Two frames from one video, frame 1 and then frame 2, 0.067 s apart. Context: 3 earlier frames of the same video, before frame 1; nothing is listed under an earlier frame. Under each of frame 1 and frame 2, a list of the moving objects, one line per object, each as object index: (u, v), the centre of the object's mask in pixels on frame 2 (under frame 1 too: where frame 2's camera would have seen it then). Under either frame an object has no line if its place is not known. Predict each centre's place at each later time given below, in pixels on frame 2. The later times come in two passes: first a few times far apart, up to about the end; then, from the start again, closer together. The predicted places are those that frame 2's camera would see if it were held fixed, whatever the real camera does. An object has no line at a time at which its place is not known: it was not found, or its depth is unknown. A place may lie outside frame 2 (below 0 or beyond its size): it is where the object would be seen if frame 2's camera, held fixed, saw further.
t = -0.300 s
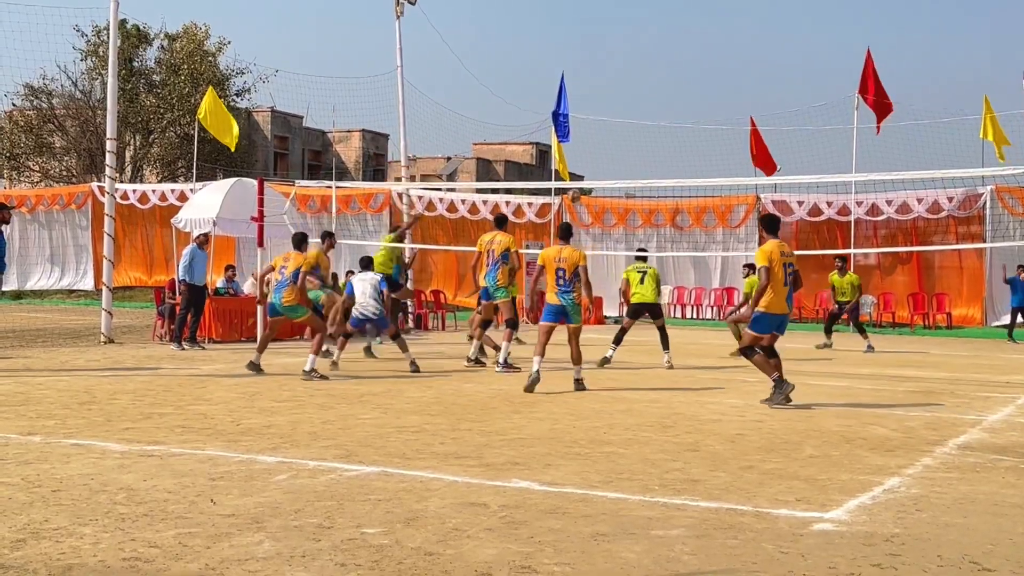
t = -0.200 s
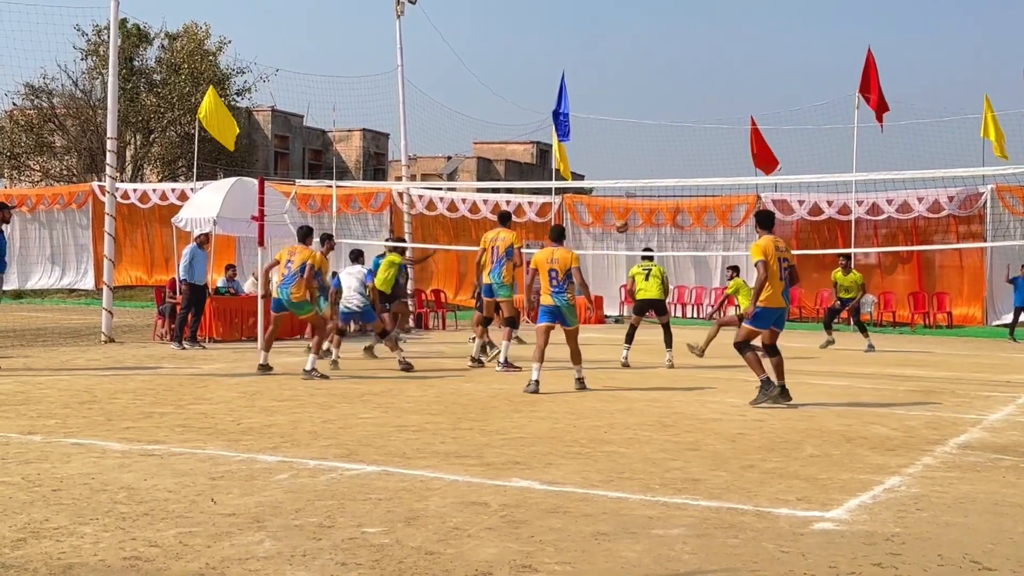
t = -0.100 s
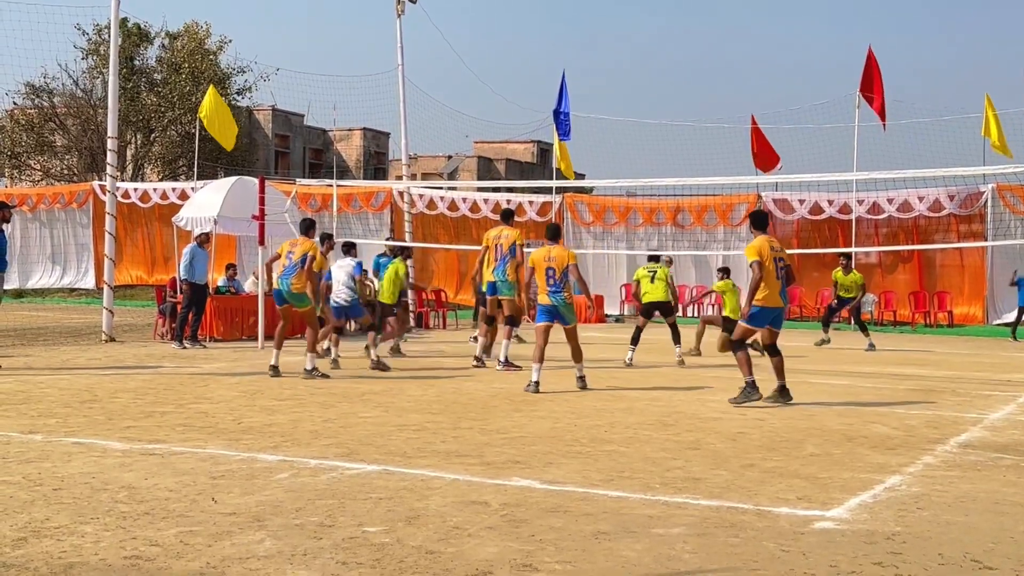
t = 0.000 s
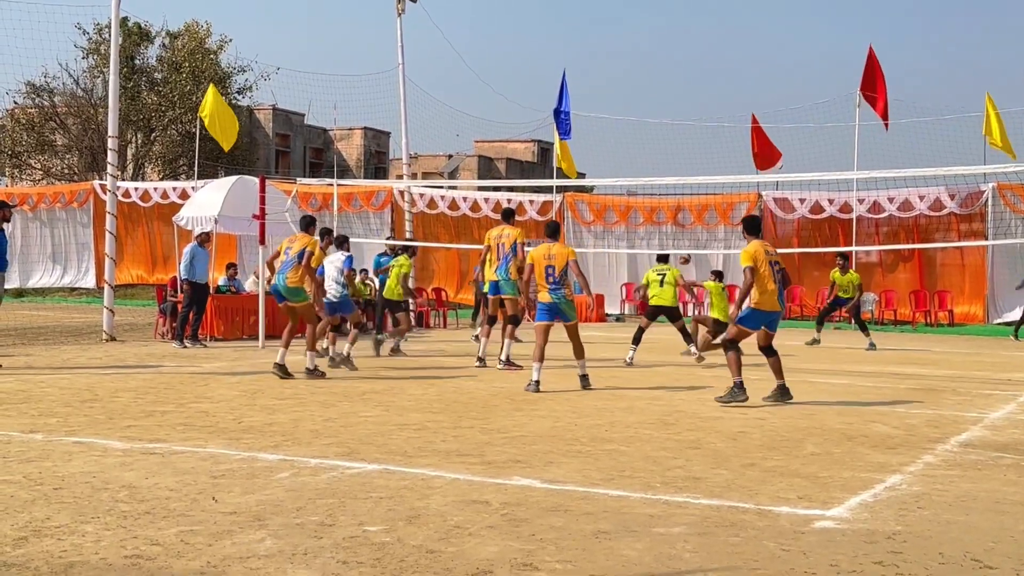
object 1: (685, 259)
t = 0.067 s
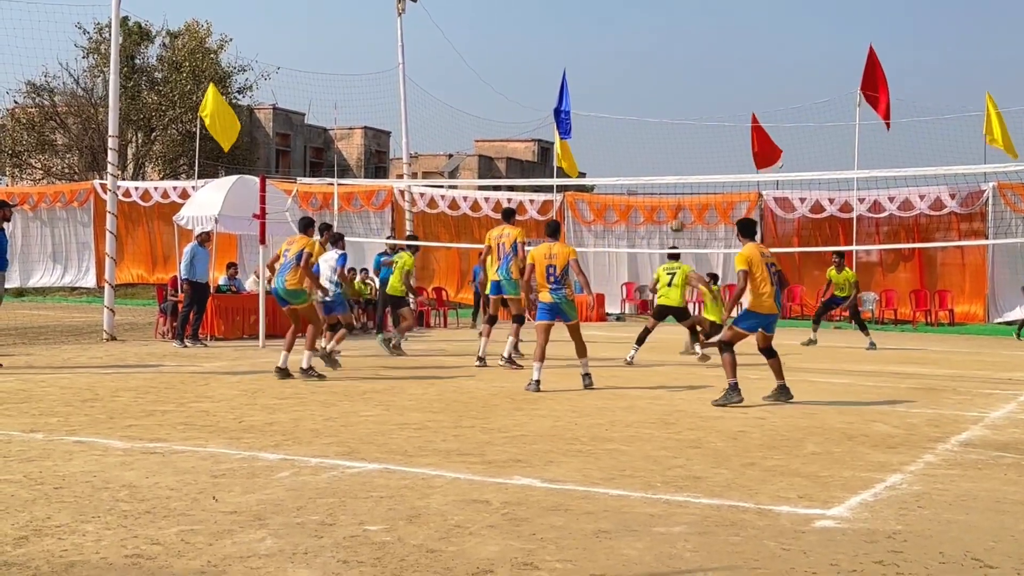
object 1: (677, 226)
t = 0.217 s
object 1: (659, 164)
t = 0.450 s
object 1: (635, 95)
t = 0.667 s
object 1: (612, 61)
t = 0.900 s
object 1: (588, 59)
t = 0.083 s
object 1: (674, 219)
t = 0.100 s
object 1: (674, 213)
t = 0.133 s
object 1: (669, 197)
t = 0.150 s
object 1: (668, 190)
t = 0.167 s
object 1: (666, 186)
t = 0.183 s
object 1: (663, 173)
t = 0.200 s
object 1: (662, 170)
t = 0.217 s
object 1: (659, 164)
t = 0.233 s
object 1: (658, 158)
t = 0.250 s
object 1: (656, 152)
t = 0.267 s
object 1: (655, 146)
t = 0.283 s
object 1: (652, 141)
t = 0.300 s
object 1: (650, 136)
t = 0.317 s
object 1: (649, 130)
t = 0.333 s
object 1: (647, 125)
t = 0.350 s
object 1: (645, 120)
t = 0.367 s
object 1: (643, 116)
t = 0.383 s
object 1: (642, 111)
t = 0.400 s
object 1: (640, 107)
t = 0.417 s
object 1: (638, 102)
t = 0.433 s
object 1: (637, 99)
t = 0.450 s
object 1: (635, 95)
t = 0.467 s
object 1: (633, 91)
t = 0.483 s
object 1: (631, 88)
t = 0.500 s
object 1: (630, 84)
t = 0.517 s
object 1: (627, 81)
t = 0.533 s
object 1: (626, 78)
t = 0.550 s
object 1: (624, 75)
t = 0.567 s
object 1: (623, 73)
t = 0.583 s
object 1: (621, 70)
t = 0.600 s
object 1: (619, 68)
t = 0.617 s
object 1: (618, 66)
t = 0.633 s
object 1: (615, 65)
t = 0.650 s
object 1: (614, 63)
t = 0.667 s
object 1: (612, 61)
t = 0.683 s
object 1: (610, 60)
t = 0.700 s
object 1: (609, 58)
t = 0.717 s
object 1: (607, 58)
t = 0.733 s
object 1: (605, 57)
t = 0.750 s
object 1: (603, 56)
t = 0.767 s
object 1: (602, 56)
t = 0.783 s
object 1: (600, 56)
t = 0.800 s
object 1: (598, 56)
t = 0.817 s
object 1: (596, 55)
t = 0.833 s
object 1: (595, 56)
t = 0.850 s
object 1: (593, 56)
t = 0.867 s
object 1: (591, 57)
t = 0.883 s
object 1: (589, 58)
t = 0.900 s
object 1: (588, 59)
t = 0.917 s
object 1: (586, 61)
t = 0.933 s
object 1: (584, 62)
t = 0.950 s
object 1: (582, 64)
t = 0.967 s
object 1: (581, 66)
